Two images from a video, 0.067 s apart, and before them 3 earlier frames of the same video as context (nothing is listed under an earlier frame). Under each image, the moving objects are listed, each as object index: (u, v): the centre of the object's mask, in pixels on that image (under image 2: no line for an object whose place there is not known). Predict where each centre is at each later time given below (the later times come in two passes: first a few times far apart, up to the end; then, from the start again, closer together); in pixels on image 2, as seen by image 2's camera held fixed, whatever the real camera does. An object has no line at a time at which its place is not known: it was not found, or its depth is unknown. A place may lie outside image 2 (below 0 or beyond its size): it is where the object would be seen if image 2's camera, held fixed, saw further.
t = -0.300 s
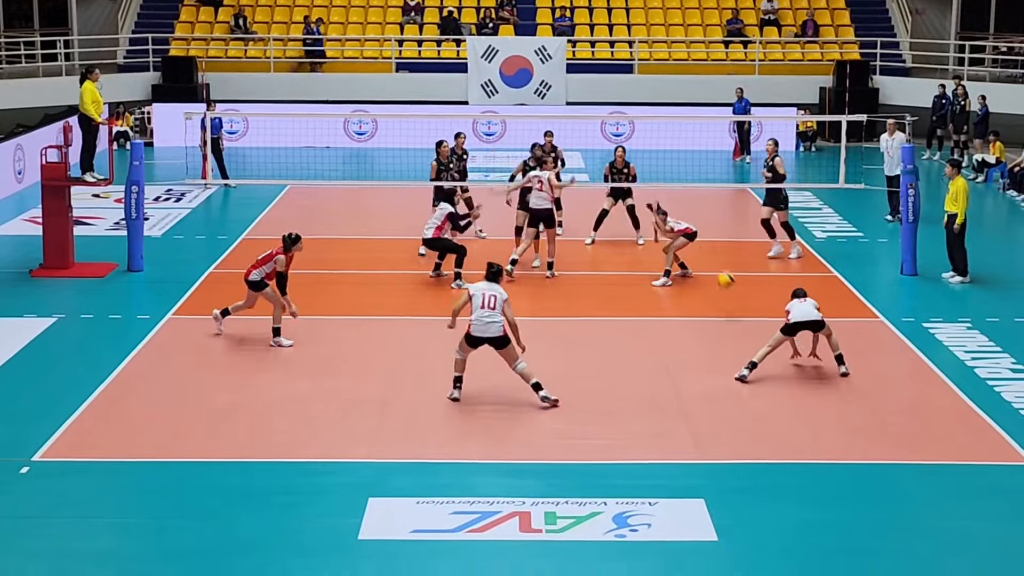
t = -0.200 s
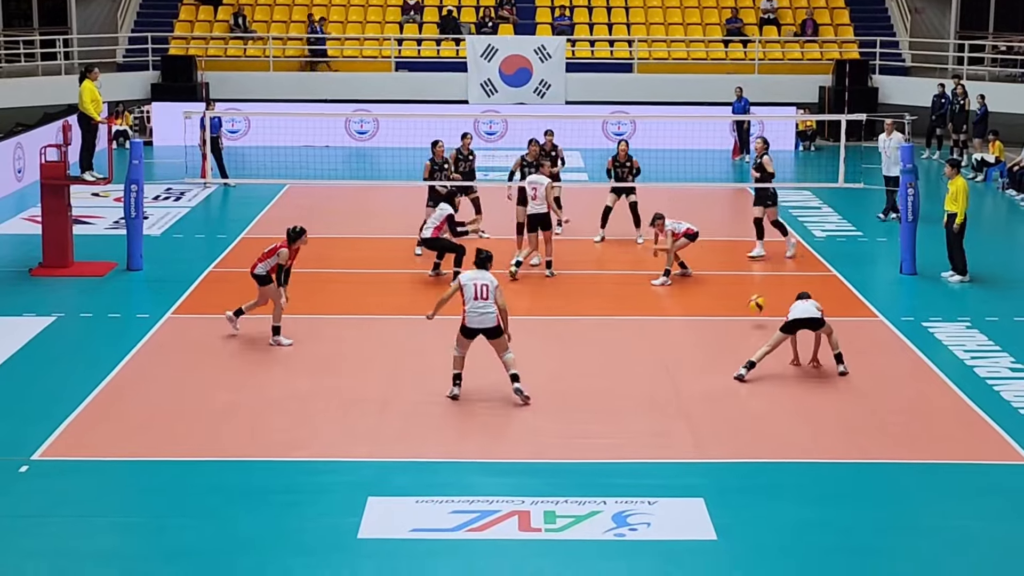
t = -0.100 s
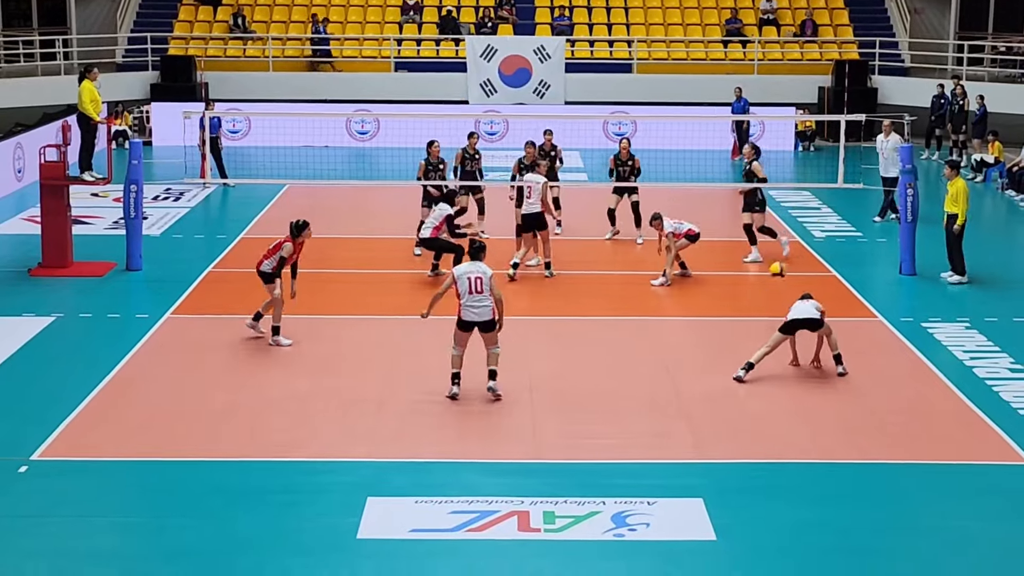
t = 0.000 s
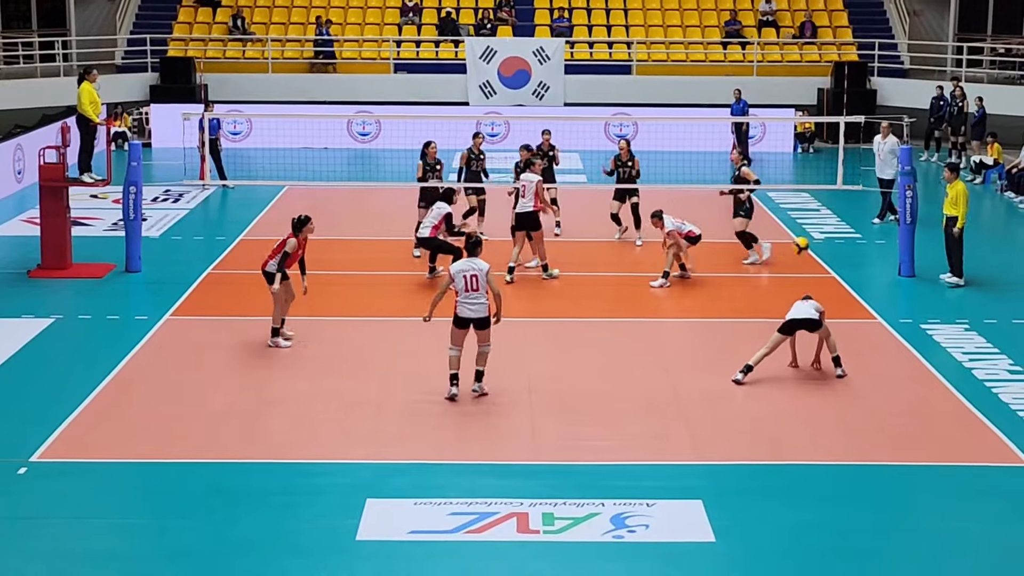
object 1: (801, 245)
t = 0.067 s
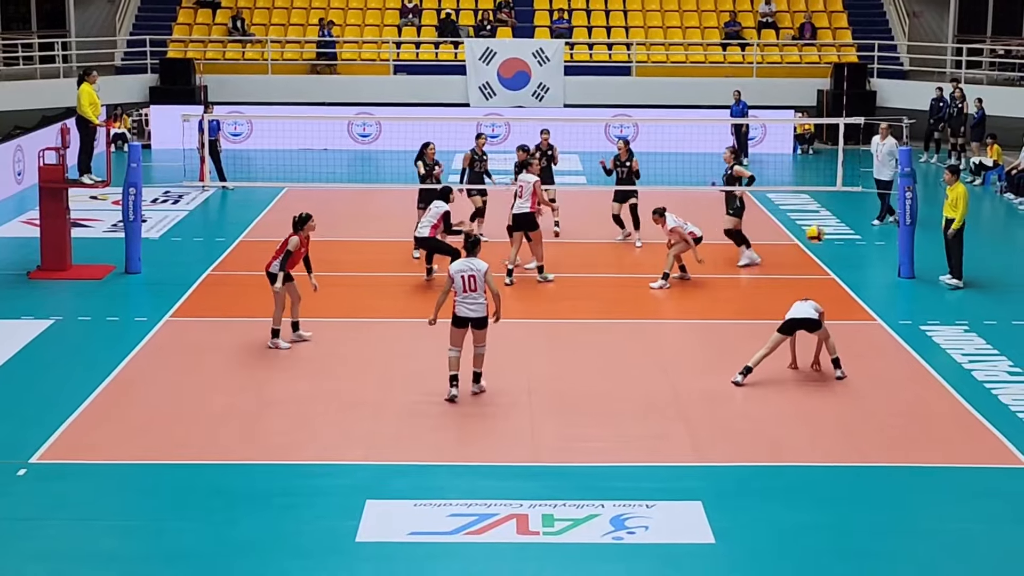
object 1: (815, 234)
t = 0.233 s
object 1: (855, 216)
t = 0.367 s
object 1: (887, 219)
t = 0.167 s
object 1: (839, 221)
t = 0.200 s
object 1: (847, 218)
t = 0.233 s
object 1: (855, 216)
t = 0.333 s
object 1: (878, 217)
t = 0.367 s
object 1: (887, 219)
